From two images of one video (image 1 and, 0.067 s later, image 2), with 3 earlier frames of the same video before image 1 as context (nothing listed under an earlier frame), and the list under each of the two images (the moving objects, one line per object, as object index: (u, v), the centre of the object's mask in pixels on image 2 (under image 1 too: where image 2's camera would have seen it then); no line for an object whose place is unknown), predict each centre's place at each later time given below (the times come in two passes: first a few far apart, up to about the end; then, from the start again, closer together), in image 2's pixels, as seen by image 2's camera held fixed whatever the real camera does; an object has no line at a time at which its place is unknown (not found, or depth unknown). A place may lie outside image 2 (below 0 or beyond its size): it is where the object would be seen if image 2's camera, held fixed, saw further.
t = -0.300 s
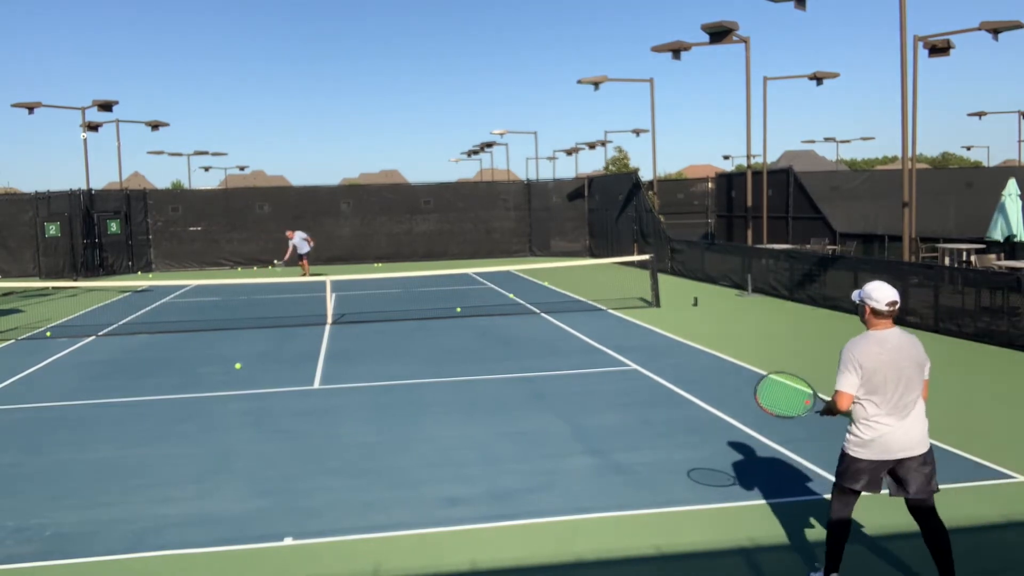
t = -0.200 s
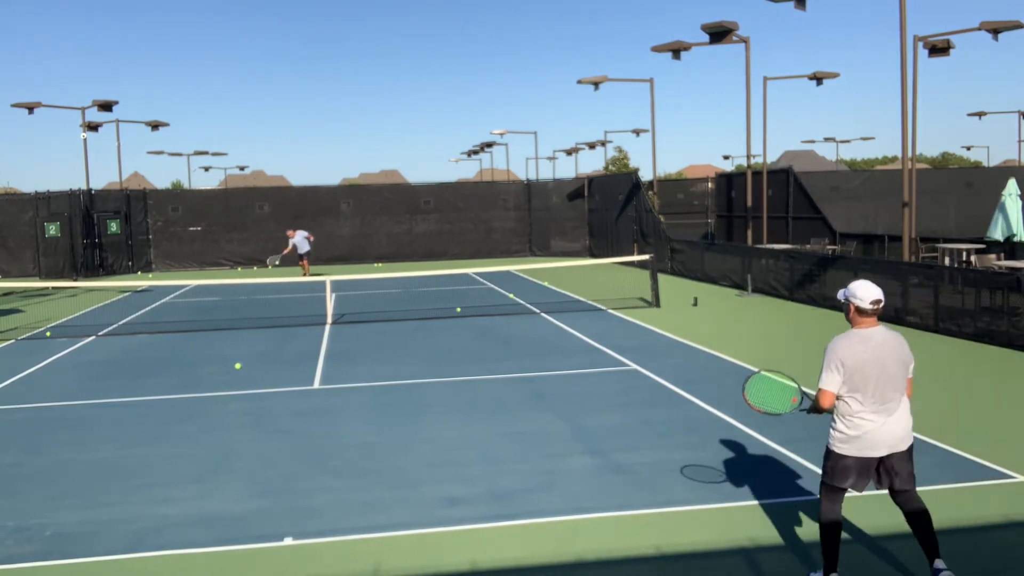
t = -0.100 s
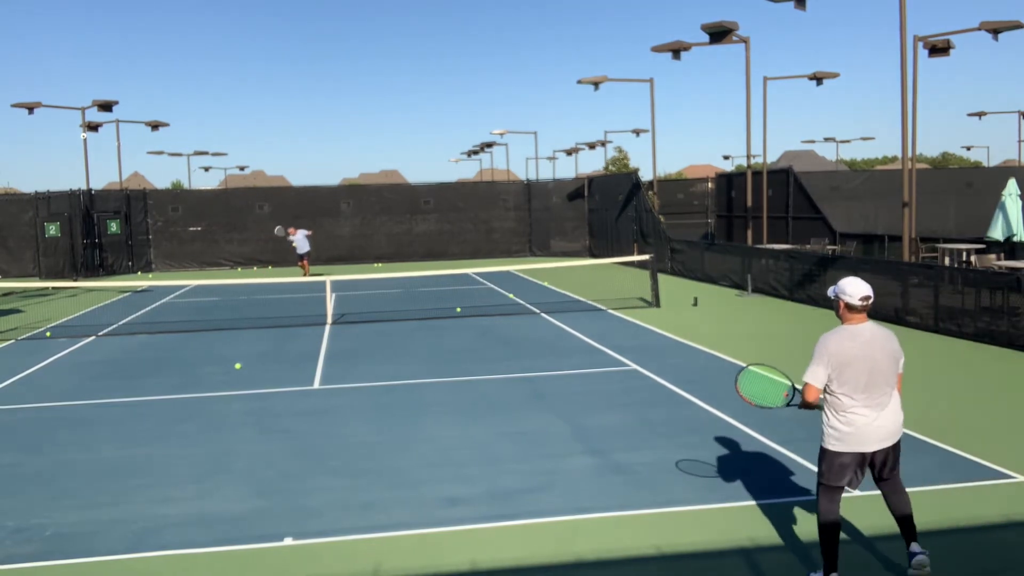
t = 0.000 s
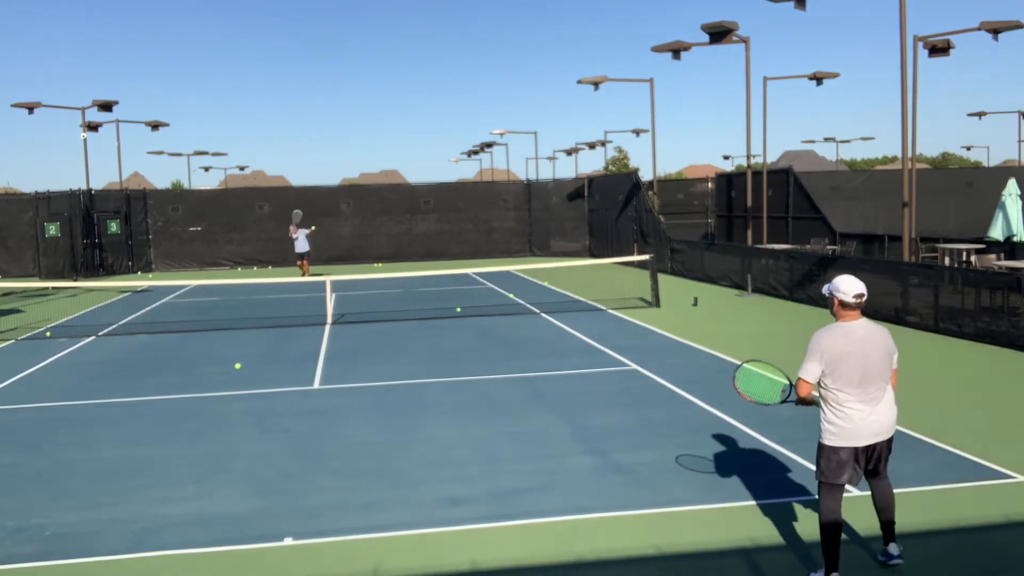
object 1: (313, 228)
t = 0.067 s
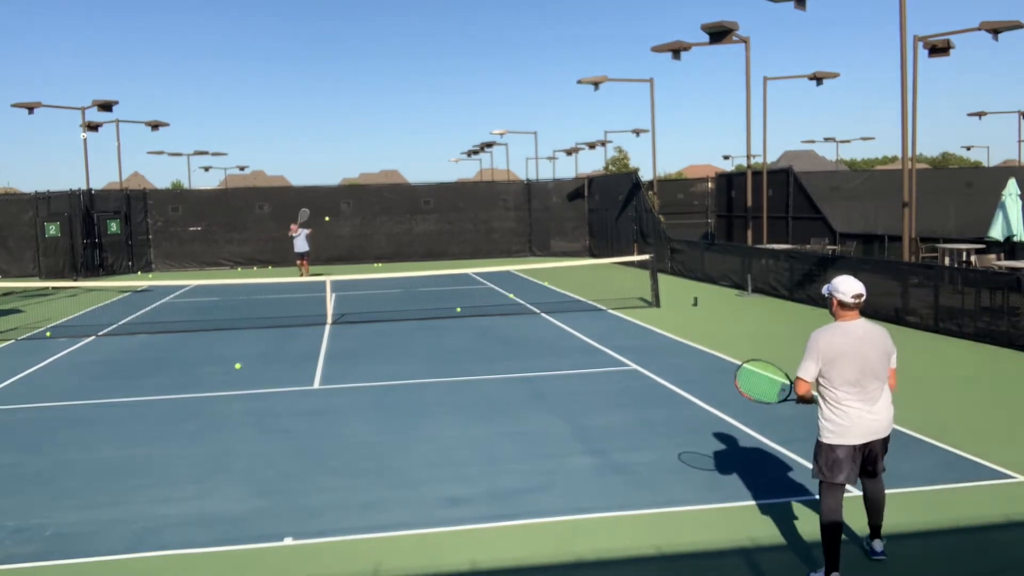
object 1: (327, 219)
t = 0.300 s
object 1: (383, 198)
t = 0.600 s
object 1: (484, 213)
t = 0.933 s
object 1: (663, 328)
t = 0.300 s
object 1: (383, 198)
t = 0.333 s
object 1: (393, 197)
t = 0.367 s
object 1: (403, 196)
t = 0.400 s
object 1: (413, 197)
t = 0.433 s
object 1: (424, 197)
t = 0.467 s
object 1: (435, 199)
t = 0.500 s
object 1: (446, 202)
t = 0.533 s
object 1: (458, 205)
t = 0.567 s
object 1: (471, 208)
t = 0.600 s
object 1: (484, 213)
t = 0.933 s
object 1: (663, 328)
